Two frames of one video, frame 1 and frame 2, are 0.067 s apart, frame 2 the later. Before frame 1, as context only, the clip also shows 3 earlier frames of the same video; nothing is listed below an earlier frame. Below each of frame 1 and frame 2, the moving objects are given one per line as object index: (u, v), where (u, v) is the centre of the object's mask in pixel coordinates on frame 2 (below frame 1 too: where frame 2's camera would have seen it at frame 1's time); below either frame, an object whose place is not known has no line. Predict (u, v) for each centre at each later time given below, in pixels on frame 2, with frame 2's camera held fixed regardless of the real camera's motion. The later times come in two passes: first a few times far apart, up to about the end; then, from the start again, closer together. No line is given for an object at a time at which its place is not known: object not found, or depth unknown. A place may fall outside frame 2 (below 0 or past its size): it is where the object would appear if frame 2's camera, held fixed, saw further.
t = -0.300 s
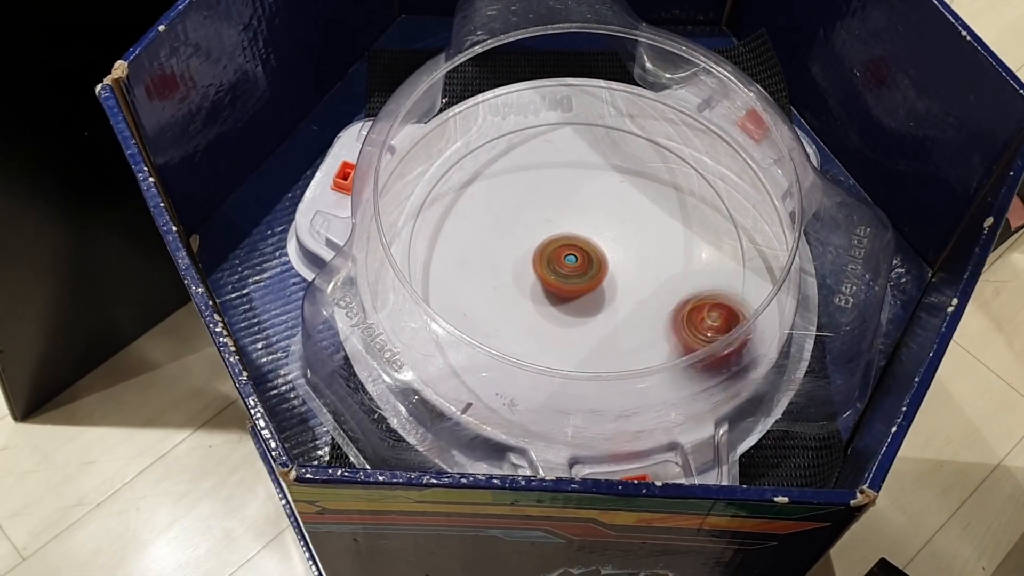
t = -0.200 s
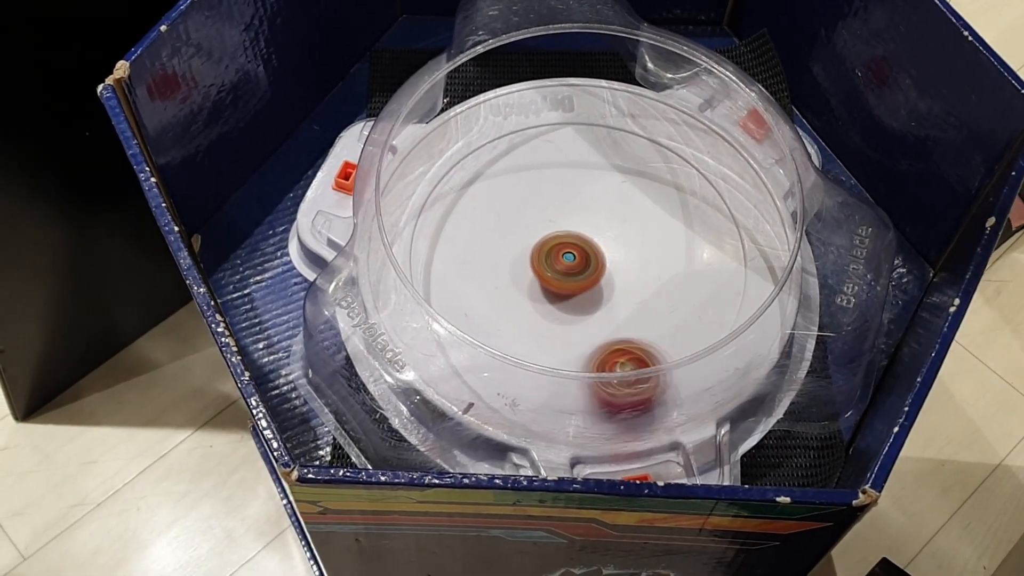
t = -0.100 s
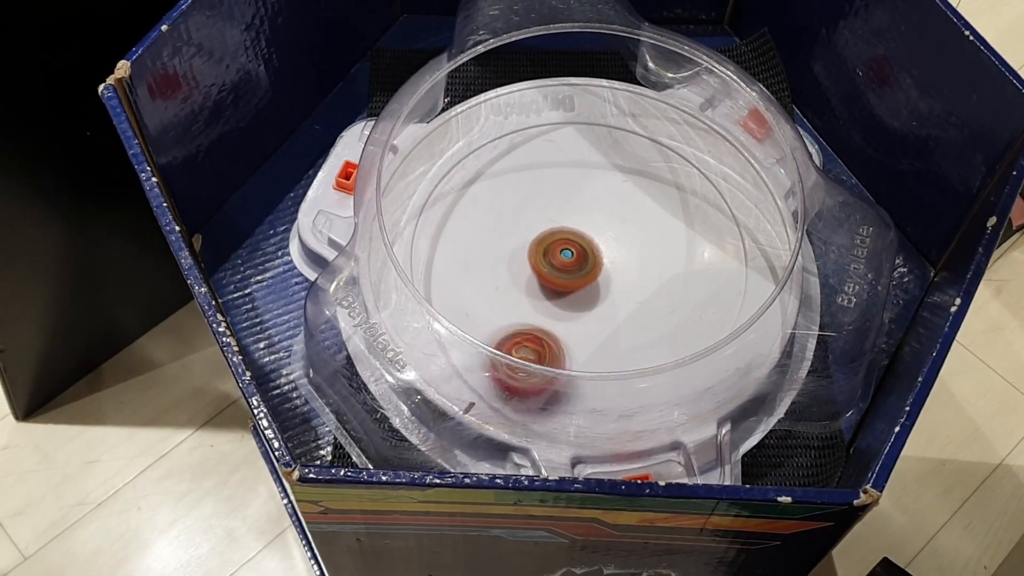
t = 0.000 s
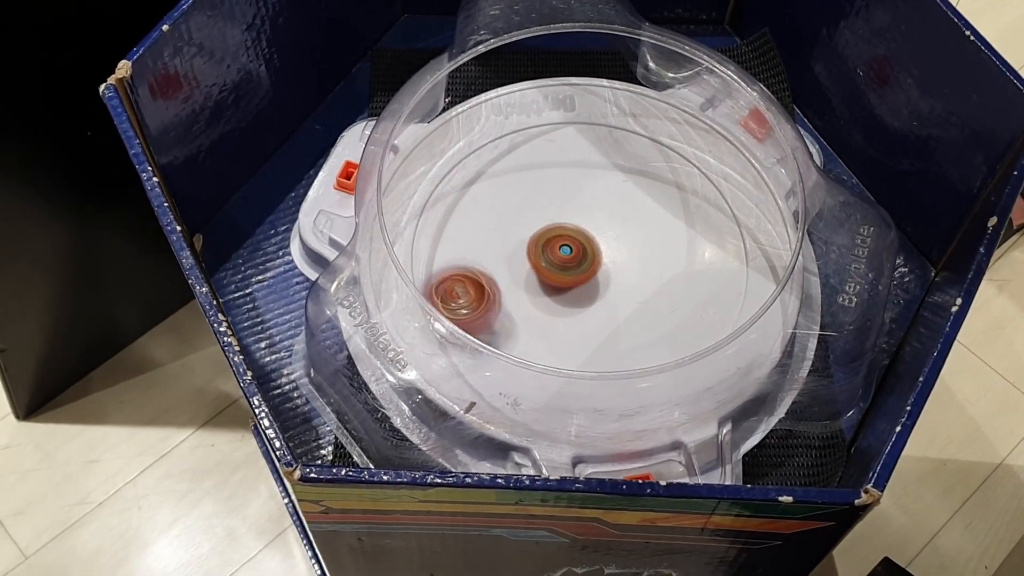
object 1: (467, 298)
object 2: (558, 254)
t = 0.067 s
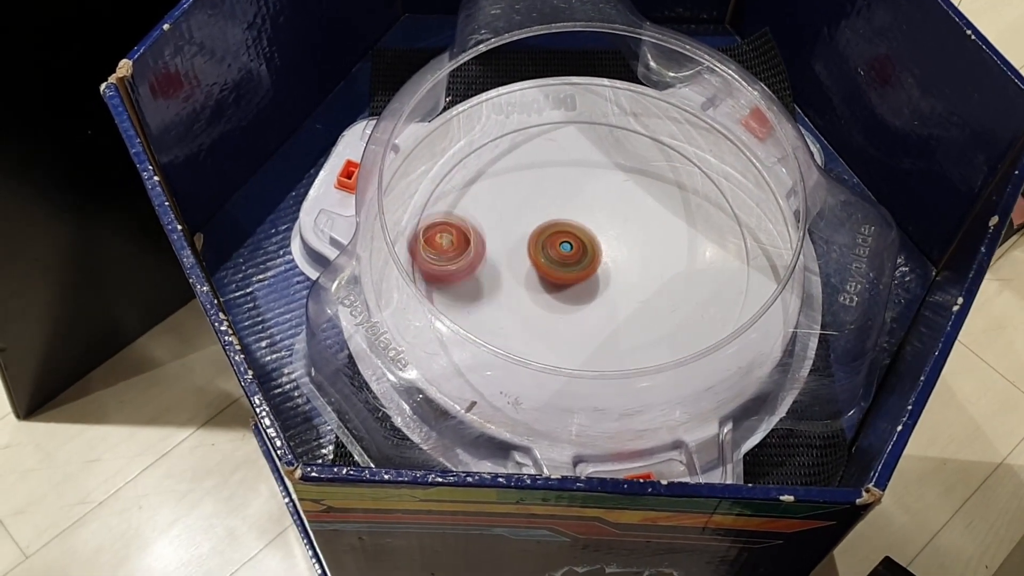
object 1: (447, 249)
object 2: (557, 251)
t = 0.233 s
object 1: (501, 137)
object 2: (557, 245)
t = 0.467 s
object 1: (689, 150)
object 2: (562, 237)
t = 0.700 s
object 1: (685, 322)
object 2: (570, 236)
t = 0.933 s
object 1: (481, 327)
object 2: (579, 237)
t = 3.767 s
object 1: (703, 290)
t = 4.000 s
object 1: (549, 372)
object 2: (575, 261)
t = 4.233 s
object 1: (431, 255)
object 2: (567, 260)
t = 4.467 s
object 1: (526, 145)
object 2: (561, 254)
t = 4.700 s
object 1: (696, 179)
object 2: (560, 247)
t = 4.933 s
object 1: (711, 326)
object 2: (564, 241)
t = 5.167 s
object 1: (531, 338)
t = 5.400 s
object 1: (447, 211)
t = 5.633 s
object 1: (555, 114)
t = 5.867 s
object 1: (696, 191)
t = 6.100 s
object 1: (653, 334)
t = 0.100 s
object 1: (448, 222)
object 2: (557, 250)
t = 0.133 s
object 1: (454, 197)
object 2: (557, 249)
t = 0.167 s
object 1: (465, 175)
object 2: (557, 248)
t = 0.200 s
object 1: (482, 153)
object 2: (557, 247)
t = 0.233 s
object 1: (501, 137)
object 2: (557, 245)
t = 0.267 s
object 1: (525, 122)
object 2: (557, 244)
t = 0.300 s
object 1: (550, 112)
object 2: (558, 243)
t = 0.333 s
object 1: (577, 107)
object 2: (558, 242)
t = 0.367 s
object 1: (606, 114)
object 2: (559, 241)
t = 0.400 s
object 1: (637, 121)
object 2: (560, 240)
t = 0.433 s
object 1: (665, 133)
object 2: (561, 238)
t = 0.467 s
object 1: (689, 150)
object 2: (562, 237)
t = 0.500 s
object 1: (710, 170)
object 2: (563, 237)
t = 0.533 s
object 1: (725, 196)
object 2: (564, 236)
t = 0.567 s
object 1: (731, 222)
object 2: (566, 236)
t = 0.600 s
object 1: (731, 253)
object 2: (567, 235)
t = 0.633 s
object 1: (723, 281)
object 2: (568, 236)
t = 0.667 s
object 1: (708, 303)
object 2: (569, 235)
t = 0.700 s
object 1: (685, 322)
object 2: (570, 236)
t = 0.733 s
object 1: (661, 340)
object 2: (571, 236)
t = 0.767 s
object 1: (630, 356)
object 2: (573, 236)
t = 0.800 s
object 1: (598, 362)
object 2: (574, 236)
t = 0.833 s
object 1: (566, 362)
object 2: (575, 236)
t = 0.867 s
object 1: (534, 355)
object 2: (577, 236)
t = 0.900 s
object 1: (504, 340)
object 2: (578, 237)
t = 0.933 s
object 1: (481, 327)
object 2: (579, 237)
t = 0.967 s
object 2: (580, 238)
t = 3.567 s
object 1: (660, 146)
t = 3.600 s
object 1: (678, 165)
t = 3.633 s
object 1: (694, 187)
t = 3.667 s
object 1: (704, 212)
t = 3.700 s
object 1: (710, 239)
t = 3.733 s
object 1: (710, 265)
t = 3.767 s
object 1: (703, 290)
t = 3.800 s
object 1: (691, 310)
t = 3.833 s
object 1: (674, 326)
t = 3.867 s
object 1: (653, 338)
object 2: (579, 259)
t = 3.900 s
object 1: (631, 361)
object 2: (578, 260)
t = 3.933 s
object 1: (605, 371)
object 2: (577, 260)
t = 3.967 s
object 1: (578, 371)
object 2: (576, 261)
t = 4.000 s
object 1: (549, 372)
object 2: (575, 261)
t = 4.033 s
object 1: (521, 370)
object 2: (574, 261)
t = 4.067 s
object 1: (495, 355)
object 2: (573, 261)
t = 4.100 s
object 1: (472, 341)
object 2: (572, 261)
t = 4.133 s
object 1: (465, 311)
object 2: (570, 261)
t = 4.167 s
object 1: (450, 294)
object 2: (569, 261)
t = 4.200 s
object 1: (438, 275)
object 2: (568, 260)
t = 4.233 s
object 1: (431, 255)
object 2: (567, 260)
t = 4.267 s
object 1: (428, 235)
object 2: (566, 259)
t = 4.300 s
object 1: (435, 214)
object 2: (565, 259)
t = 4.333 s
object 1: (446, 195)
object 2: (563, 258)
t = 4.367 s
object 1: (462, 178)
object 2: (563, 257)
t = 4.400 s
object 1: (481, 164)
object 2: (562, 257)
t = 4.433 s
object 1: (503, 153)
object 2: (561, 255)
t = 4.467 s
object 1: (526, 145)
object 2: (561, 254)
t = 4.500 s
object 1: (552, 140)
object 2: (560, 253)
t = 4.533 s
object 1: (579, 139)
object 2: (560, 252)
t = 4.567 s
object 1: (604, 140)
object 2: (560, 252)
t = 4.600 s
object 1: (629, 145)
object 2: (560, 250)
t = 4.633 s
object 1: (653, 153)
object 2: (560, 249)
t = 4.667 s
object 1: (676, 164)
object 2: (560, 248)
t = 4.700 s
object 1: (696, 179)
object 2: (560, 247)
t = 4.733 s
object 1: (712, 195)
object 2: (561, 246)
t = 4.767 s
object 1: (726, 216)
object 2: (561, 245)
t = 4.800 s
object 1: (735, 239)
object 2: (561, 244)
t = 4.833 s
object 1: (739, 265)
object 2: (562, 243)
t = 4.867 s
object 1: (735, 285)
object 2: (562, 242)
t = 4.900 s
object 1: (722, 303)
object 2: (563, 241)
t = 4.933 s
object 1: (711, 326)
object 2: (564, 241)
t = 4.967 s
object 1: (691, 342)
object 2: (564, 240)
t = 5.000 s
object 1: (667, 355)
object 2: (566, 240)
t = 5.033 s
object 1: (640, 364)
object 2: (567, 239)
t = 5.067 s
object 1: (612, 368)
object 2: (568, 239)
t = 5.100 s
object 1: (583, 367)
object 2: (569, 239)
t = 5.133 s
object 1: (555, 362)
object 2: (570, 239)
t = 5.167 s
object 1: (531, 338)
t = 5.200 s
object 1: (509, 326)
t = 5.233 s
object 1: (488, 312)
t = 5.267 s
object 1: (471, 295)
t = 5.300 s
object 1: (457, 277)
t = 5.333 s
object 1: (450, 255)
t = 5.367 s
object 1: (446, 233)
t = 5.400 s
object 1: (447, 211)
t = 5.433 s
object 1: (453, 191)
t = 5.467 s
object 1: (461, 172)
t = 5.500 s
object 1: (475, 154)
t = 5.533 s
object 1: (492, 139)
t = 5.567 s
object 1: (510, 127)
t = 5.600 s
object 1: (532, 119)
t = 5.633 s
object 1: (555, 114)
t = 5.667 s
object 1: (578, 113)
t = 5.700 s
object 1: (602, 117)
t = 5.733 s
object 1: (626, 125)
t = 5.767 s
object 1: (647, 136)
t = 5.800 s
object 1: (667, 151)
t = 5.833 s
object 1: (683, 170)
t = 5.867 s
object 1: (696, 191)
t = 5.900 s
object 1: (703, 215)
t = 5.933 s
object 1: (708, 241)
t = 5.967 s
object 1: (706, 265)
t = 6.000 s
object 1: (699, 287)
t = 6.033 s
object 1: (689, 306)
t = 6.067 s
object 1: (672, 322)
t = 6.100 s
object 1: (653, 334)
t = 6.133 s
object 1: (632, 352)
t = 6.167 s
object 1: (608, 361)
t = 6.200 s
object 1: (582, 367)
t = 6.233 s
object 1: (557, 367)
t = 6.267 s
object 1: (531, 362)
